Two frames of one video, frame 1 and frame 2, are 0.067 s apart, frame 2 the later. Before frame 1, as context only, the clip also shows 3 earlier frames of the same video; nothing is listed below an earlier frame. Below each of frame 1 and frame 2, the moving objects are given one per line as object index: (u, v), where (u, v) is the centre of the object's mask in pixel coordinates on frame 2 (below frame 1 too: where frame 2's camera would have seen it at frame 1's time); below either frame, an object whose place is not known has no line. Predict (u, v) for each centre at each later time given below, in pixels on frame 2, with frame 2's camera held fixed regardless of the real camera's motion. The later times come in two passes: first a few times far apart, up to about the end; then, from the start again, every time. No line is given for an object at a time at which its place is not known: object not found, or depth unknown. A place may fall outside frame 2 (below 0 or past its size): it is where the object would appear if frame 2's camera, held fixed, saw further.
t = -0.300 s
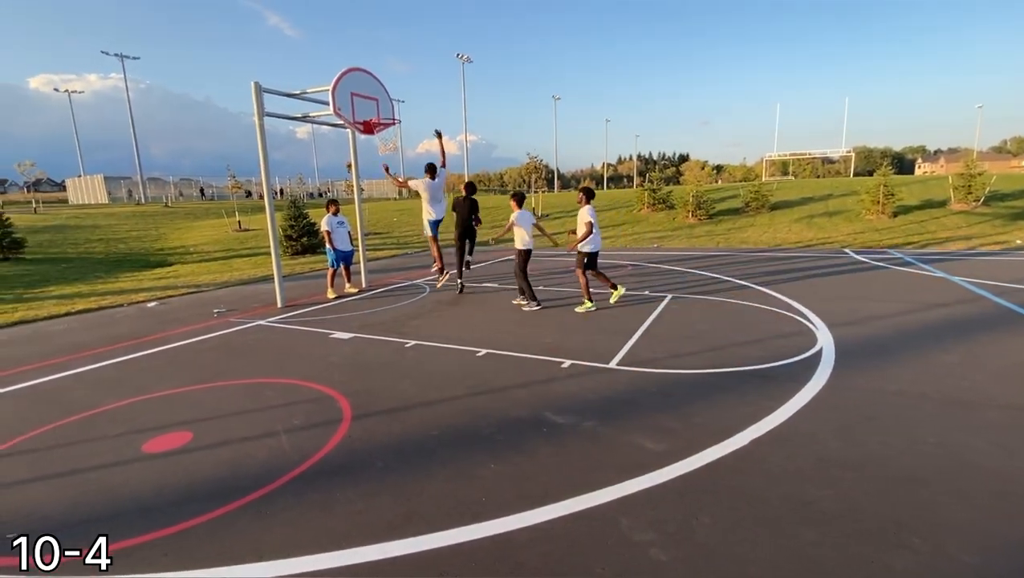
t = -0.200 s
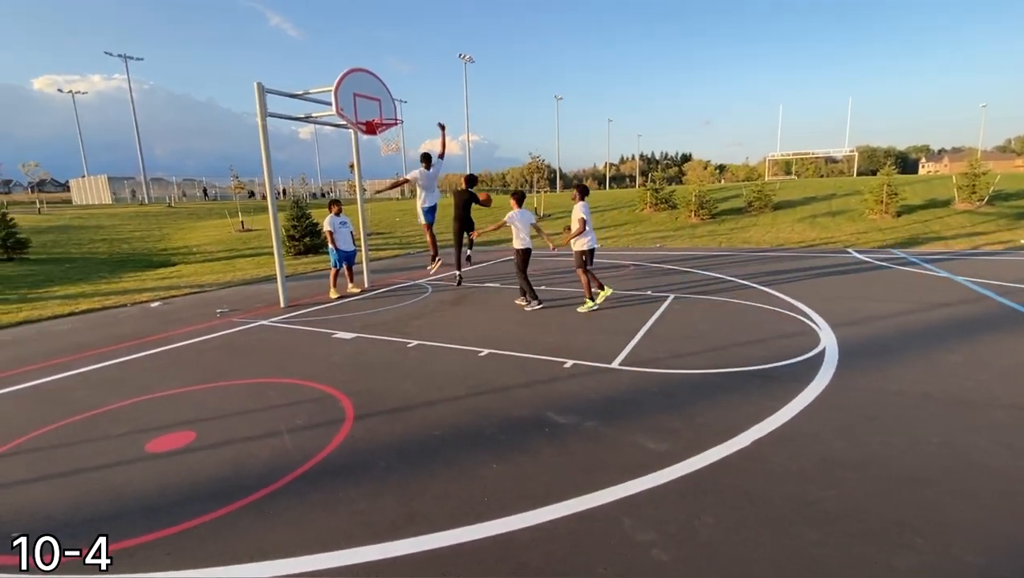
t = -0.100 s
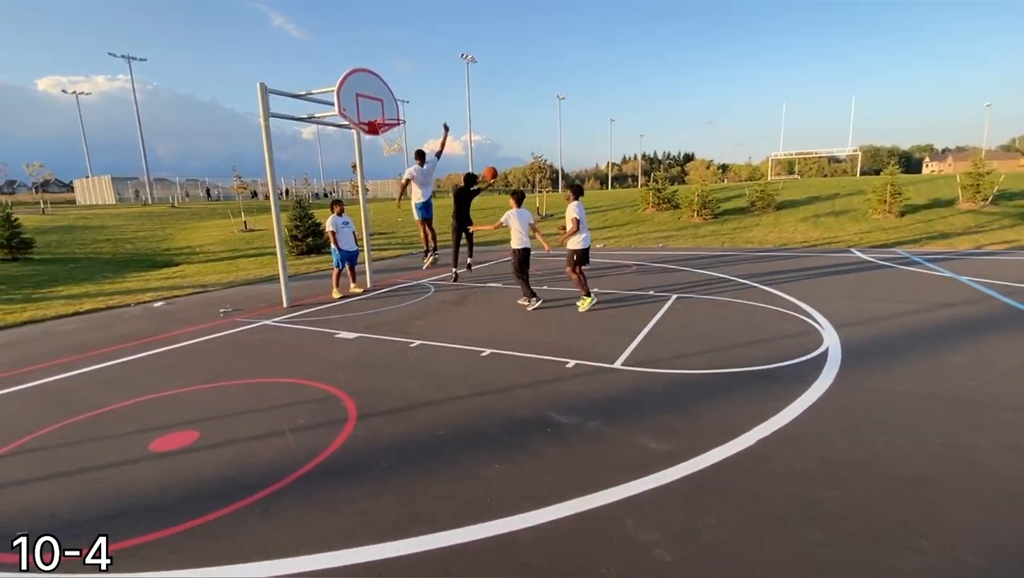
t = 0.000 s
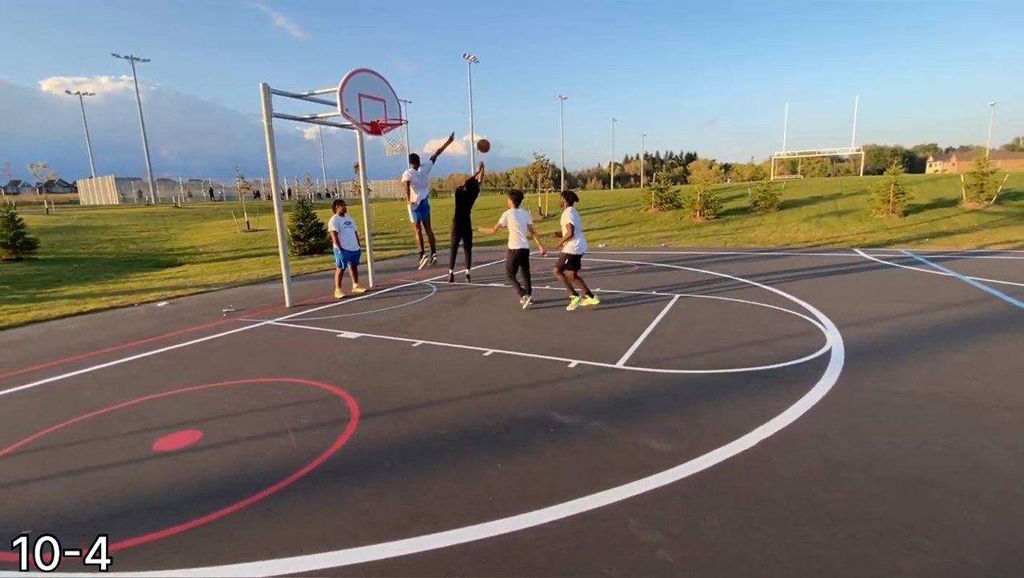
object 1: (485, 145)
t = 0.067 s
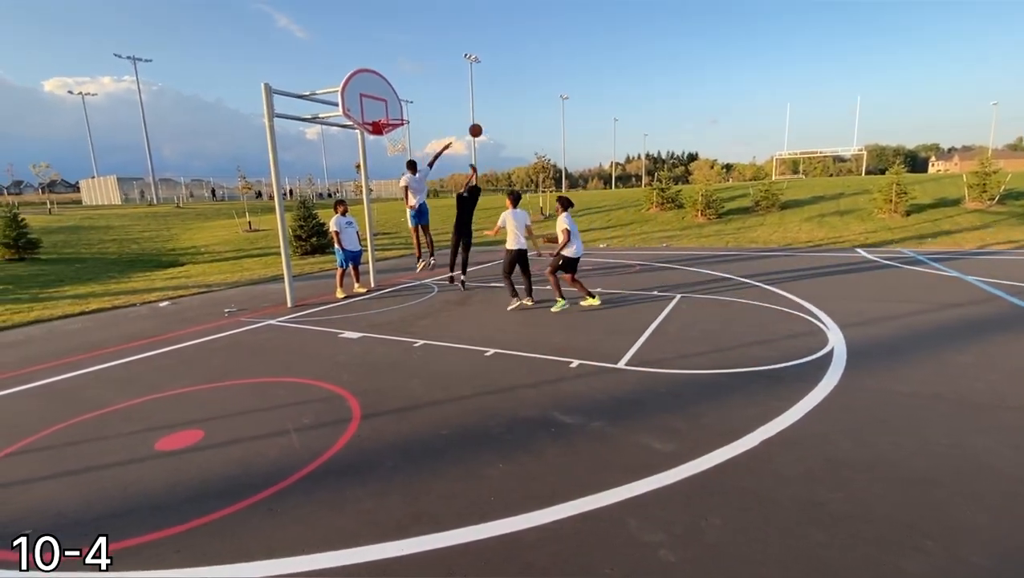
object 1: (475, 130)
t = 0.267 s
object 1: (447, 98)
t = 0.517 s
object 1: (412, 90)
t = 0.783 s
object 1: (384, 109)
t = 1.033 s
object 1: (393, 89)
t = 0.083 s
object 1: (473, 127)
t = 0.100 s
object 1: (471, 123)
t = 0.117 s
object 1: (468, 120)
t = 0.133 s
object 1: (466, 117)
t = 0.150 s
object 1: (463, 114)
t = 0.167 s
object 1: (461, 111)
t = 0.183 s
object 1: (459, 109)
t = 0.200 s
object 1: (456, 106)
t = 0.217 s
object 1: (454, 104)
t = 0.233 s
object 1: (452, 102)
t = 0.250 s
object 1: (449, 99)
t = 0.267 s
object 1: (447, 98)
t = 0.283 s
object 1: (445, 96)
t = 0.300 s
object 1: (442, 95)
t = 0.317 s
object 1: (440, 93)
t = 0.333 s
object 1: (438, 92)
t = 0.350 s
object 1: (435, 91)
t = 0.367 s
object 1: (433, 90)
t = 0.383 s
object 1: (431, 89)
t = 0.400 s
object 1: (428, 89)
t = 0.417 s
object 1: (426, 89)
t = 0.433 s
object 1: (423, 88)
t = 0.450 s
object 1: (421, 88)
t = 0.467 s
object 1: (419, 88)
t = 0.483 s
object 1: (416, 89)
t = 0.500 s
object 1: (414, 89)
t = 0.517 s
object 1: (412, 90)
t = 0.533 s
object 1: (410, 91)
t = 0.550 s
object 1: (407, 92)
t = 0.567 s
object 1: (405, 93)
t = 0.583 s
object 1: (403, 95)
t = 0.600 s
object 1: (400, 96)
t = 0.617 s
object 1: (398, 98)
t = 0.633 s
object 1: (396, 100)
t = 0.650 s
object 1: (393, 102)
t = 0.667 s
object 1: (391, 105)
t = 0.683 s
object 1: (389, 107)
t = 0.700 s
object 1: (387, 110)
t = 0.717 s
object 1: (384, 112)
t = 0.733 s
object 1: (382, 114)
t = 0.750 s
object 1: (382, 113)
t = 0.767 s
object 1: (383, 111)
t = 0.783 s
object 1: (384, 109)
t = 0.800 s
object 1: (384, 106)
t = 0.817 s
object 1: (385, 104)
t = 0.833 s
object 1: (385, 102)
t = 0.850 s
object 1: (386, 99)
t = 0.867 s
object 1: (386, 98)
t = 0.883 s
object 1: (387, 96)
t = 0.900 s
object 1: (387, 94)
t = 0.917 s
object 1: (388, 93)
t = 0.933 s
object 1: (389, 92)
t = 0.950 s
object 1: (390, 91)
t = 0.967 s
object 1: (390, 90)
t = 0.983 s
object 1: (391, 89)
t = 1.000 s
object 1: (392, 89)
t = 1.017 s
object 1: (392, 89)
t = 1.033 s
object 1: (393, 89)
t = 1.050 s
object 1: (394, 89)
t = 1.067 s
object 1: (395, 89)
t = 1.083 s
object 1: (396, 90)
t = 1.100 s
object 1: (397, 91)
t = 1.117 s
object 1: (398, 92)
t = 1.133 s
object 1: (399, 93)
